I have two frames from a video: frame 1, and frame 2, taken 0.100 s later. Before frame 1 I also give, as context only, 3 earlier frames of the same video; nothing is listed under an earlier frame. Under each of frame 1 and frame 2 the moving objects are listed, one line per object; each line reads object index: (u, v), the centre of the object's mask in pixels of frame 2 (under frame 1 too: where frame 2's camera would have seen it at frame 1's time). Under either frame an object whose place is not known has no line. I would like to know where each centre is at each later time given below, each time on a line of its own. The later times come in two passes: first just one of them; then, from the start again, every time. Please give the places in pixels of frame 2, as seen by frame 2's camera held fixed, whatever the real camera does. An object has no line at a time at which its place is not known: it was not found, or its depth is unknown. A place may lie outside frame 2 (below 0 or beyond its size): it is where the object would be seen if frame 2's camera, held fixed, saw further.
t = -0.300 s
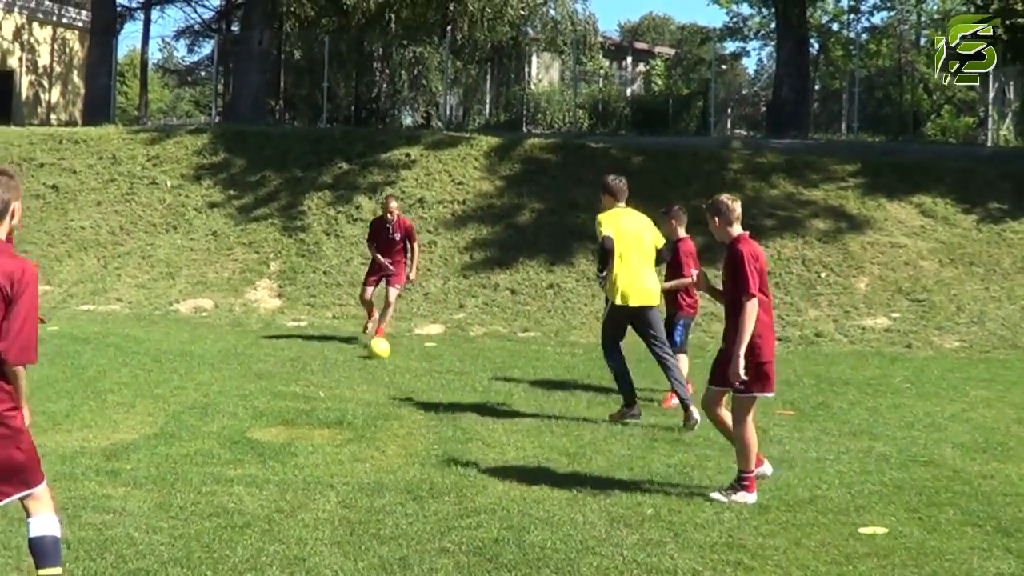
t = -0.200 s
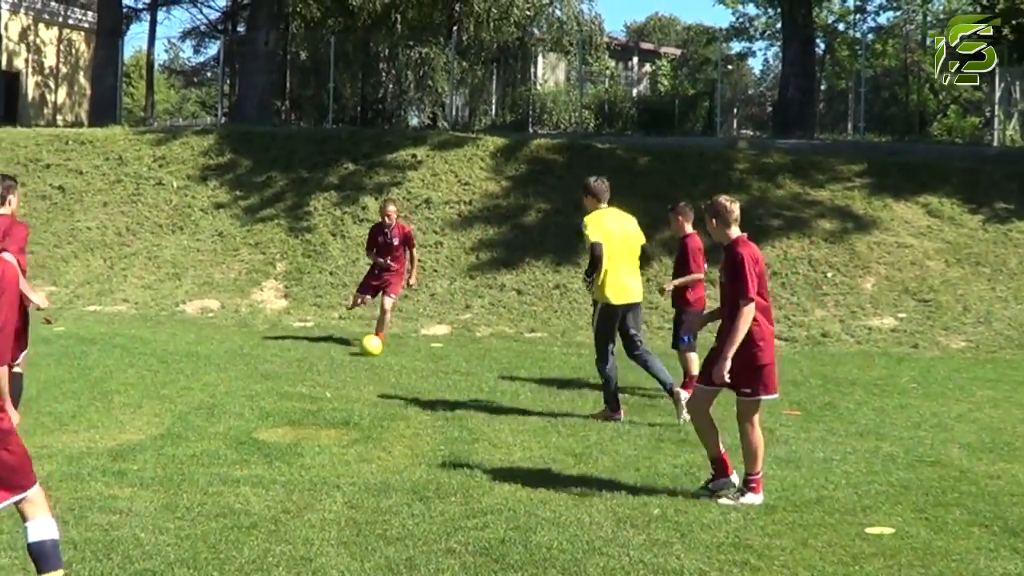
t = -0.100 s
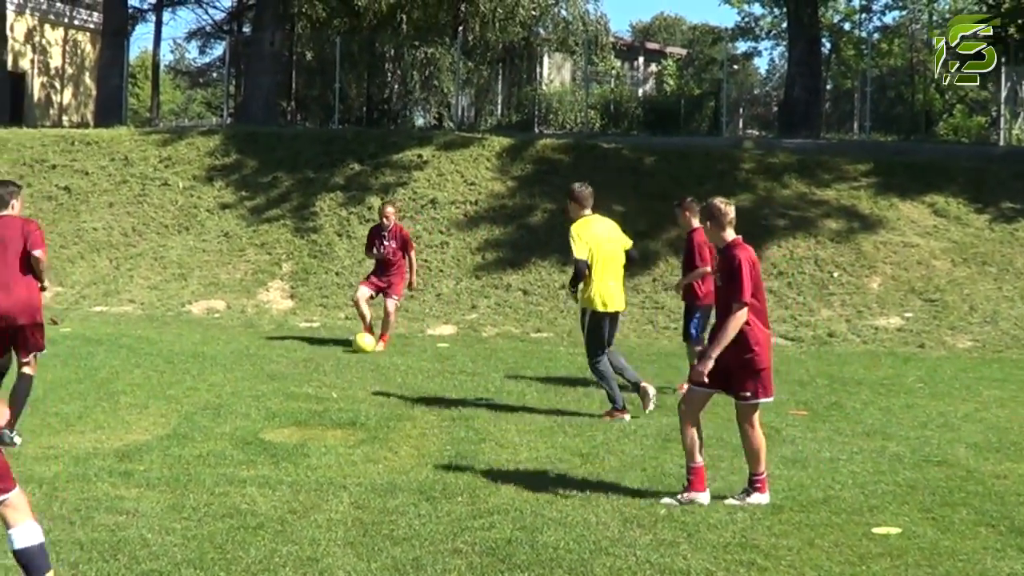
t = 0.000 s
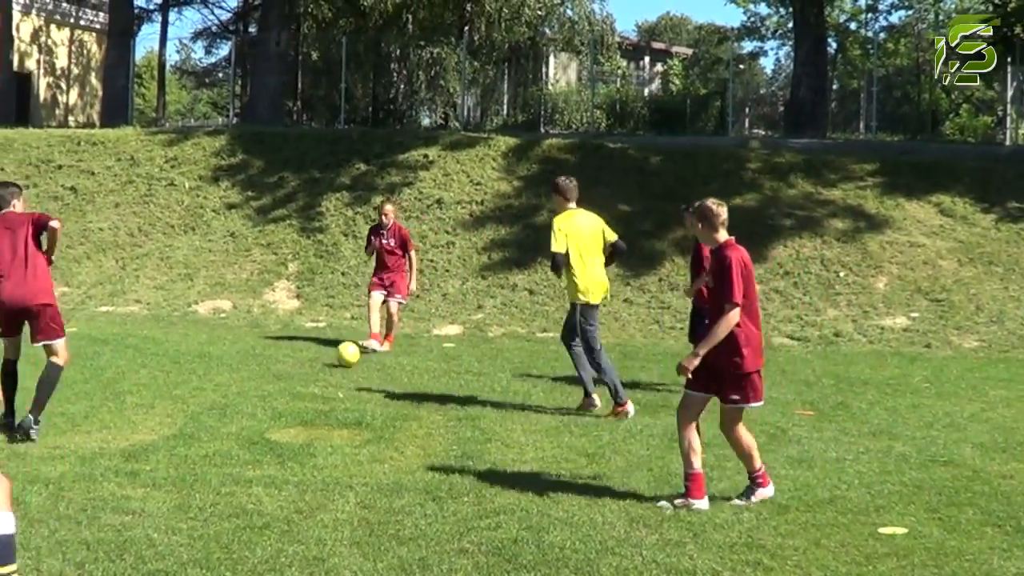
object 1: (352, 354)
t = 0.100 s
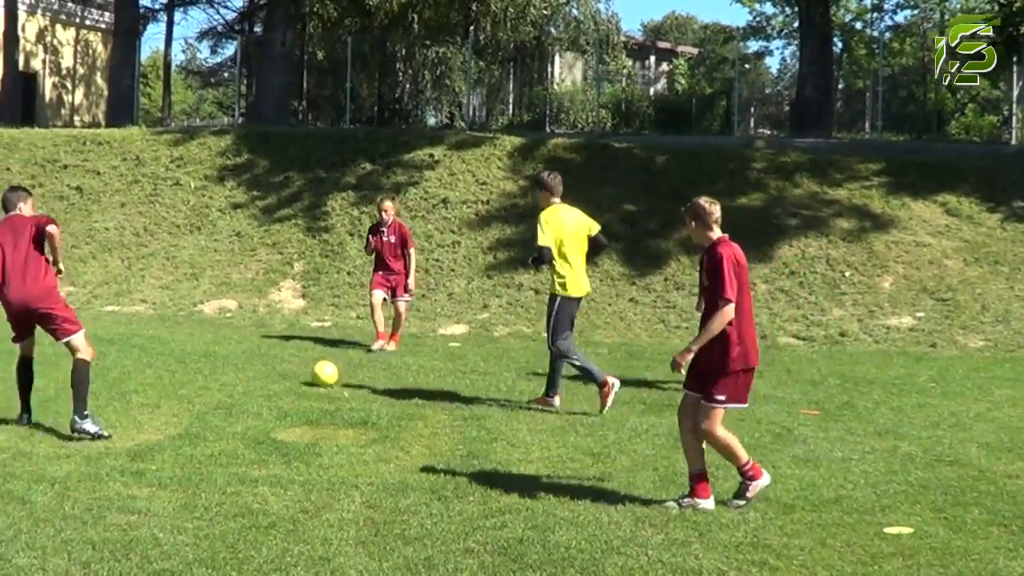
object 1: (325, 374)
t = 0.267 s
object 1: (271, 406)
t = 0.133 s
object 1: (314, 379)
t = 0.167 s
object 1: (306, 385)
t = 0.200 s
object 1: (294, 394)
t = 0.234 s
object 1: (282, 403)
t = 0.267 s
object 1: (271, 406)
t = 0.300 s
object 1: (259, 408)
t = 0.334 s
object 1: (246, 410)
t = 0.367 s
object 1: (235, 413)
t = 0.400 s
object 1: (218, 421)
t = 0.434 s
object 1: (200, 431)
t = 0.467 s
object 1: (184, 443)
